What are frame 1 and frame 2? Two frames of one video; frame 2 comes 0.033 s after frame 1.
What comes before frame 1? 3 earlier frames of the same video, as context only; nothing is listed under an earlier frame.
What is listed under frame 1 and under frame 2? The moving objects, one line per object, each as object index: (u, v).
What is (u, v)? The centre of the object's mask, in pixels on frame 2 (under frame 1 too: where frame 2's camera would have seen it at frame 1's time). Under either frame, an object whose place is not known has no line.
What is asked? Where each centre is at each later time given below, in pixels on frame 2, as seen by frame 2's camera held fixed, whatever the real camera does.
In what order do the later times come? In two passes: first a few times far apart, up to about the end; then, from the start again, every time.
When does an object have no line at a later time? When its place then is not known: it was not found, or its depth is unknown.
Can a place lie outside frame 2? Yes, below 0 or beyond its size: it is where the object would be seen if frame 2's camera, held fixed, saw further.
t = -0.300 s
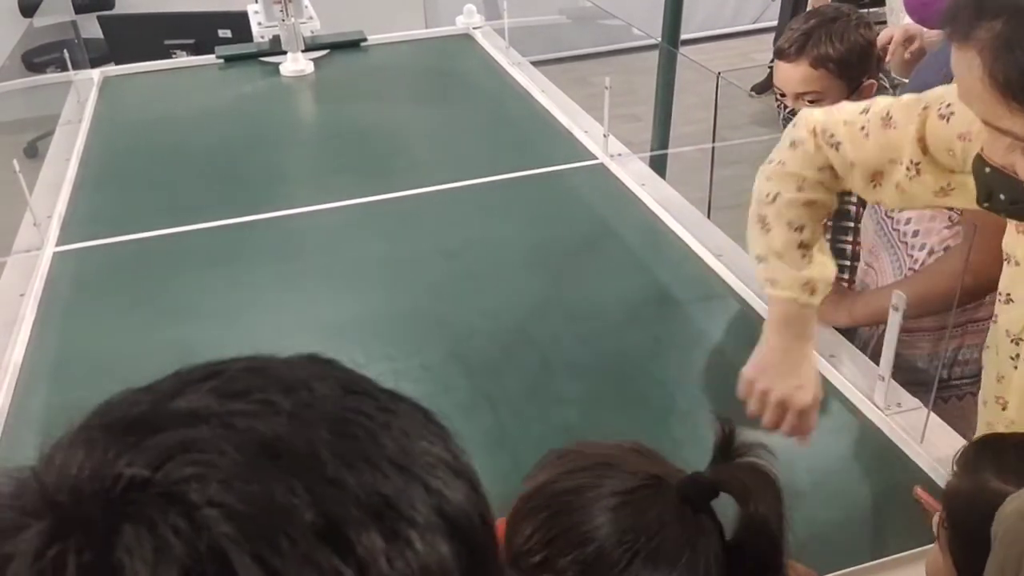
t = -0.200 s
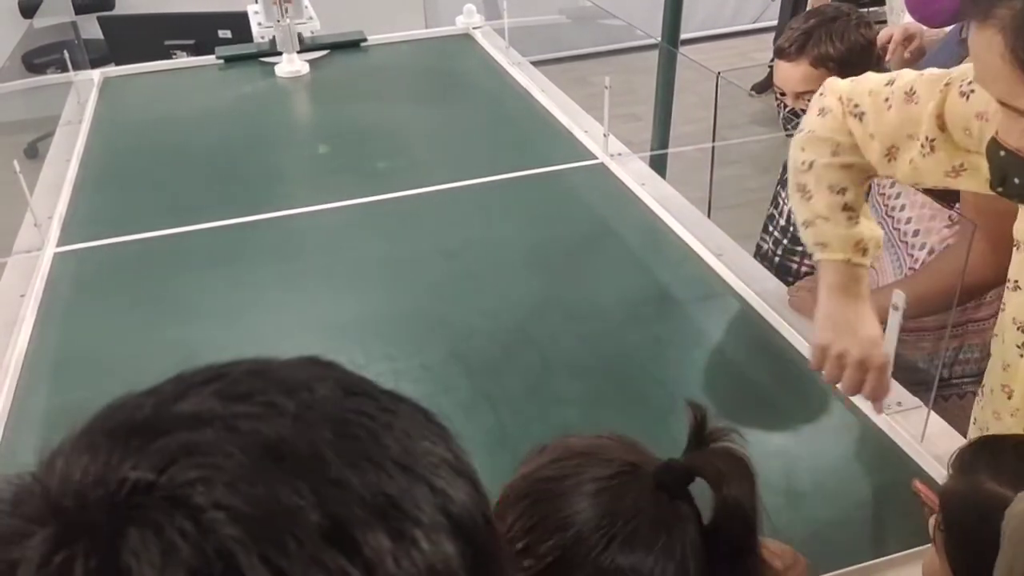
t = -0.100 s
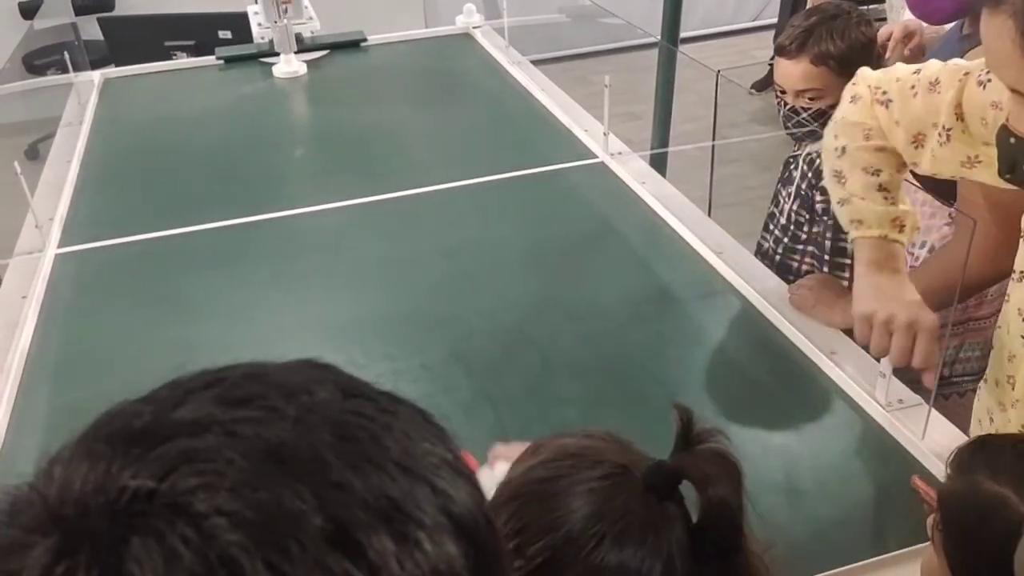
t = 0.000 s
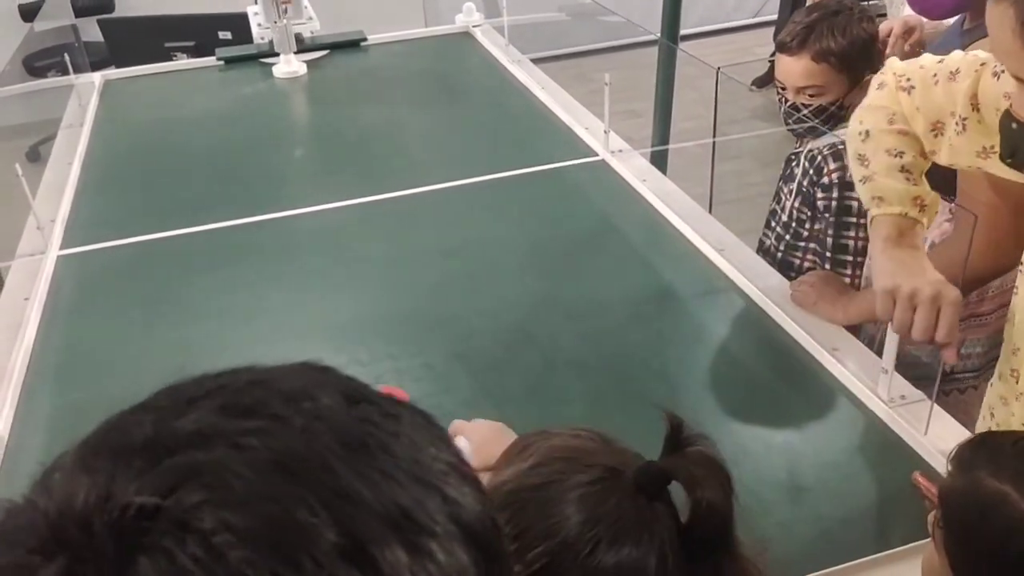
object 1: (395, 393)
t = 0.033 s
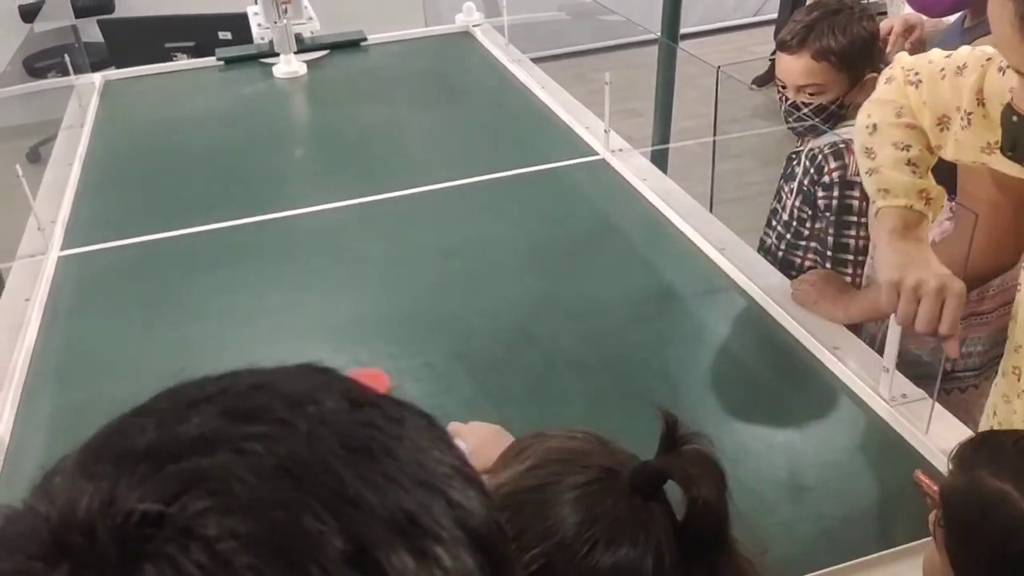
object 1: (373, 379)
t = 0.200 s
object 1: (278, 308)
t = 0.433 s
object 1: (194, 225)
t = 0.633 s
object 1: (141, 173)
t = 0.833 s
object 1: (115, 130)
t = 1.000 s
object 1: (151, 95)
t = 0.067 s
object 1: (348, 365)
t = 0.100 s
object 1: (325, 352)
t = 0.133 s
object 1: (308, 336)
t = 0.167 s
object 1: (293, 322)
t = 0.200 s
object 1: (278, 308)
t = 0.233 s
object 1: (264, 294)
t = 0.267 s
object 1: (251, 281)
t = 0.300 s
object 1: (238, 269)
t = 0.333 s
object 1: (226, 256)
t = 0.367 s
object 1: (215, 246)
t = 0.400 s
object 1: (205, 236)
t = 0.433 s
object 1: (194, 225)
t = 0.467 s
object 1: (184, 215)
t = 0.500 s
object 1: (175, 206)
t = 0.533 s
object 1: (166, 197)
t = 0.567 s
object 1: (158, 189)
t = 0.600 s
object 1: (149, 181)
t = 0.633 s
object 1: (141, 173)
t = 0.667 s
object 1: (134, 166)
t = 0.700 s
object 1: (127, 158)
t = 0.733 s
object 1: (120, 151)
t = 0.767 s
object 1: (114, 145)
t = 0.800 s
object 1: (108, 138)
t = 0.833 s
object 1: (115, 130)
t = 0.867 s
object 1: (123, 123)
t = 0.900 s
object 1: (130, 116)
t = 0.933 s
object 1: (137, 109)
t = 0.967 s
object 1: (145, 102)
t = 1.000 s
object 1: (151, 95)
